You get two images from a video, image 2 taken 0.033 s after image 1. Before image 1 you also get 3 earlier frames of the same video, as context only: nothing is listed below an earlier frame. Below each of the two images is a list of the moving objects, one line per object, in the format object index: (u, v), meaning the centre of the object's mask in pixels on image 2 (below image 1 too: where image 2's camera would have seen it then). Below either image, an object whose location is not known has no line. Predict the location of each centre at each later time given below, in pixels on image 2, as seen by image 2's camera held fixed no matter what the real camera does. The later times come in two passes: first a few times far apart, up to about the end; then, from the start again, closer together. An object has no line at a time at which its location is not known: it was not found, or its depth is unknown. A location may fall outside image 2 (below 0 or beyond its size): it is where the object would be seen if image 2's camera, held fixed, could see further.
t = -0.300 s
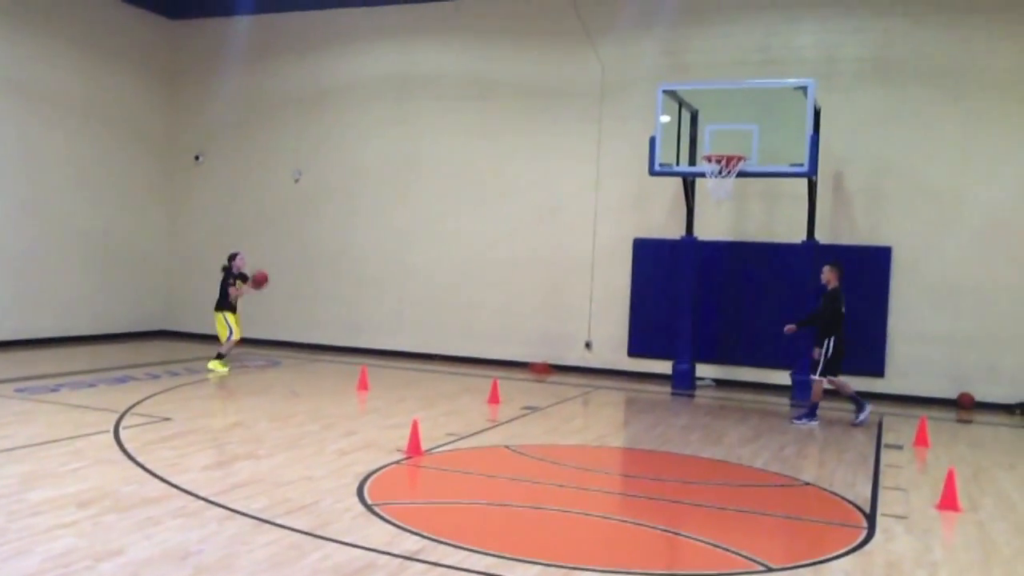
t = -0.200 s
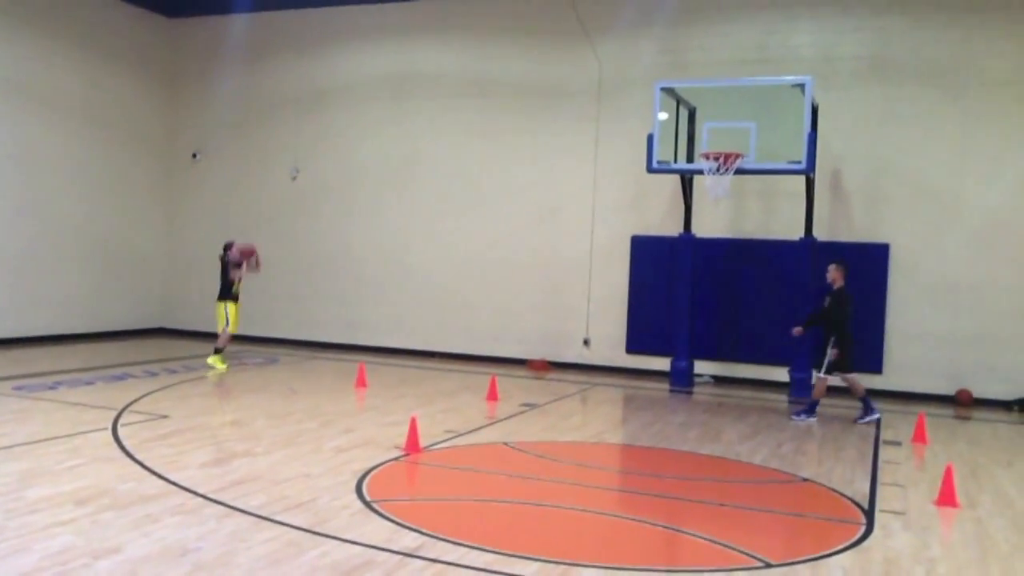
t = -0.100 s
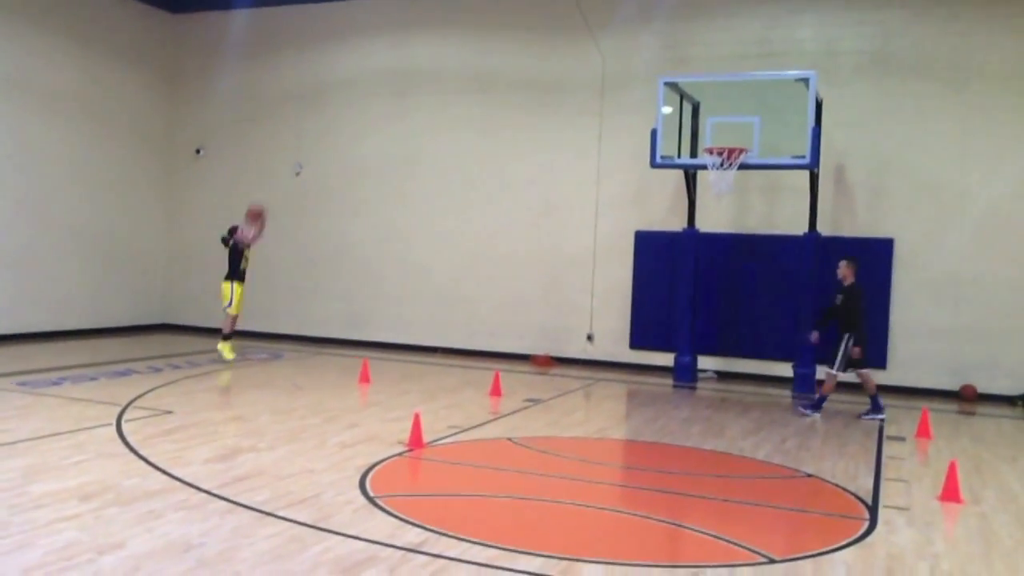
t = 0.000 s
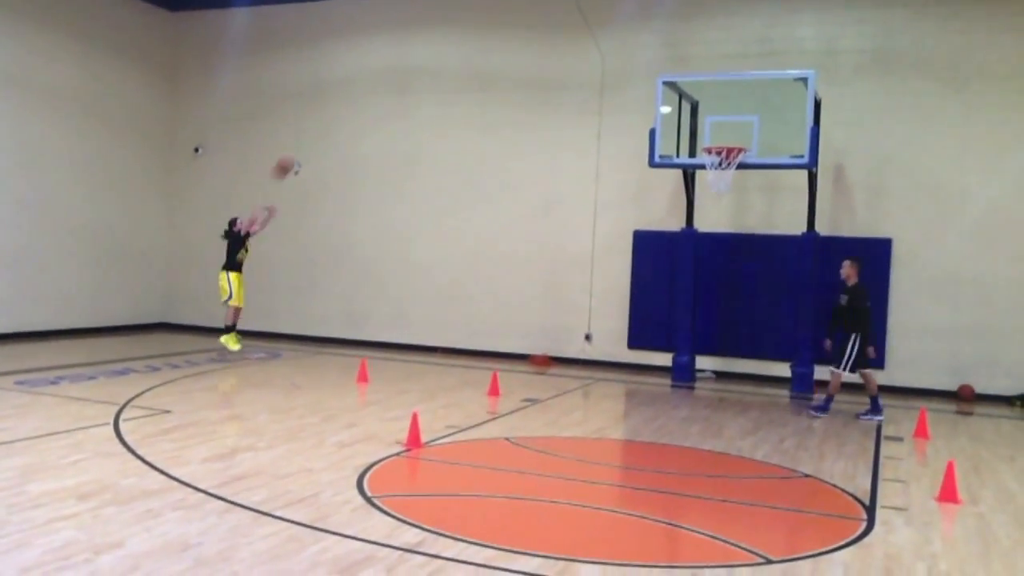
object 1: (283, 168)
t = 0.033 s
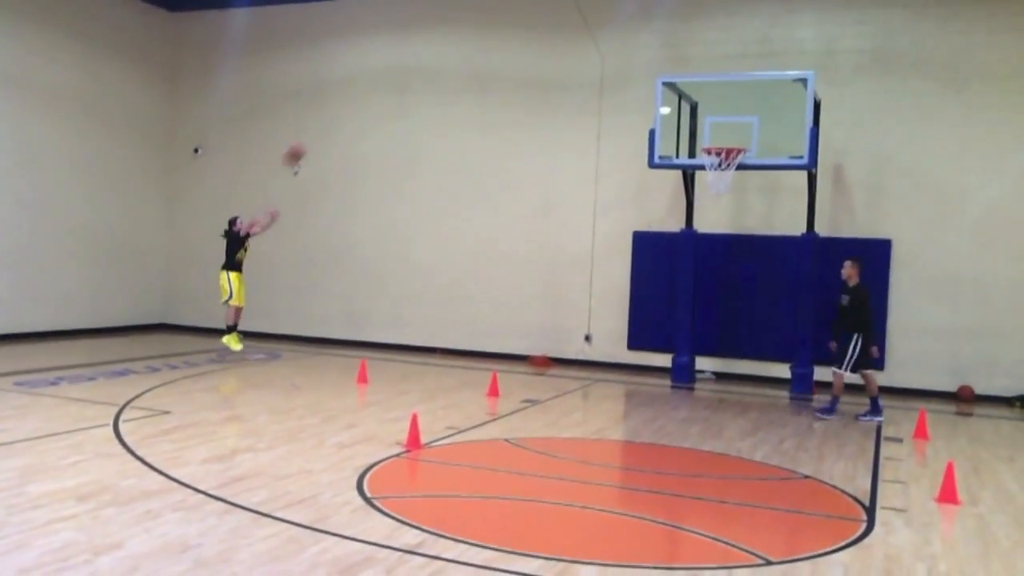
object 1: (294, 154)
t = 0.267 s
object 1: (378, 74)
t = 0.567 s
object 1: (489, 23)
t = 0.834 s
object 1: (592, 36)
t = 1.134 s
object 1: (713, 123)
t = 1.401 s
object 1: (712, 182)
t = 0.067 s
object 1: (306, 141)
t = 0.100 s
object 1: (318, 128)
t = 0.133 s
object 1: (329, 117)
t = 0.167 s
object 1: (342, 104)
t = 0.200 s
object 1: (354, 93)
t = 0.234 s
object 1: (366, 84)
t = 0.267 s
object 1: (378, 74)
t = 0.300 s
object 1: (390, 65)
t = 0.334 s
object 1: (403, 57)
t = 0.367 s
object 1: (415, 50)
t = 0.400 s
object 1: (427, 43)
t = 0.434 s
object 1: (439, 39)
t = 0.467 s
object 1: (453, 33)
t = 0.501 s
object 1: (464, 29)
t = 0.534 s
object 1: (477, 26)
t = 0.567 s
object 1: (489, 23)
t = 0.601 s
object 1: (502, 22)
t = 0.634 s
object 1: (515, 21)
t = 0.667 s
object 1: (527, 21)
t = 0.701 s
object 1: (540, 22)
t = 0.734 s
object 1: (553, 24)
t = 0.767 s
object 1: (566, 27)
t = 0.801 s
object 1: (580, 31)
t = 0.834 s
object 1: (592, 36)
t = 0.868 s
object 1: (606, 42)
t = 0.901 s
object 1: (619, 49)
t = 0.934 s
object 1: (632, 56)
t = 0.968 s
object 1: (645, 65)
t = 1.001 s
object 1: (659, 74)
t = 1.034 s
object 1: (672, 85)
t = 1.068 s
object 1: (686, 96)
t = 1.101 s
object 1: (701, 110)
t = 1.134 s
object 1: (713, 123)
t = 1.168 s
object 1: (725, 136)
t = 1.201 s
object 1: (734, 147)
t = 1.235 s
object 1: (730, 150)
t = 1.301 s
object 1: (708, 169)
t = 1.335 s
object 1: (711, 171)
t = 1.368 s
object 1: (711, 176)
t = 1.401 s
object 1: (712, 182)
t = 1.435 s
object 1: (712, 187)
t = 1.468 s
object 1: (713, 196)
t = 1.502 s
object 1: (714, 202)
